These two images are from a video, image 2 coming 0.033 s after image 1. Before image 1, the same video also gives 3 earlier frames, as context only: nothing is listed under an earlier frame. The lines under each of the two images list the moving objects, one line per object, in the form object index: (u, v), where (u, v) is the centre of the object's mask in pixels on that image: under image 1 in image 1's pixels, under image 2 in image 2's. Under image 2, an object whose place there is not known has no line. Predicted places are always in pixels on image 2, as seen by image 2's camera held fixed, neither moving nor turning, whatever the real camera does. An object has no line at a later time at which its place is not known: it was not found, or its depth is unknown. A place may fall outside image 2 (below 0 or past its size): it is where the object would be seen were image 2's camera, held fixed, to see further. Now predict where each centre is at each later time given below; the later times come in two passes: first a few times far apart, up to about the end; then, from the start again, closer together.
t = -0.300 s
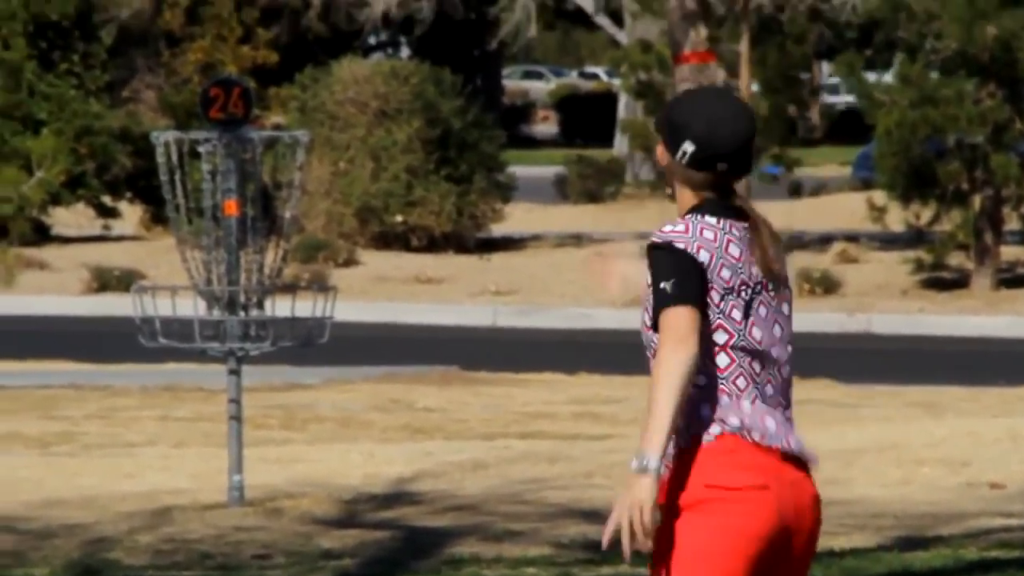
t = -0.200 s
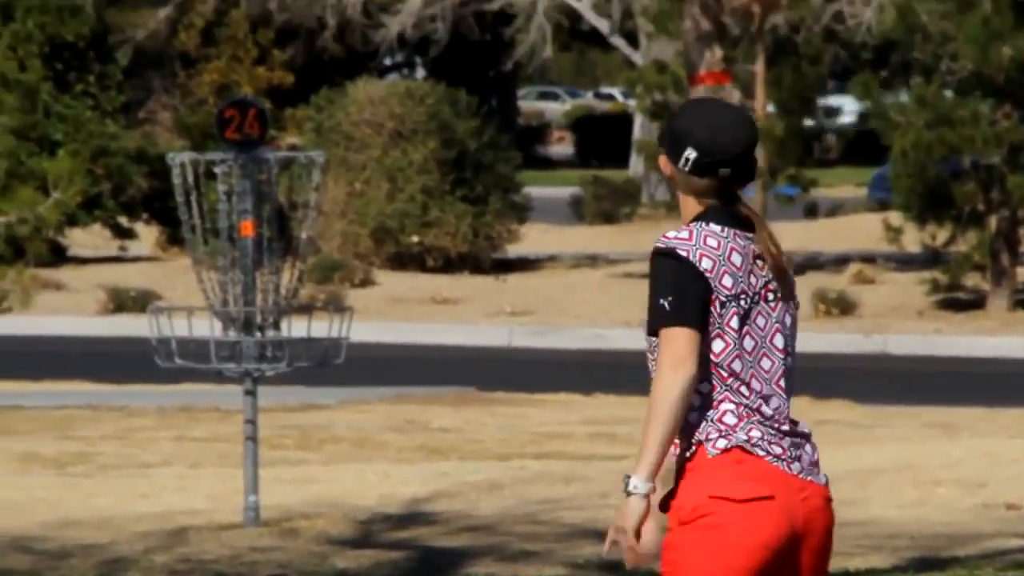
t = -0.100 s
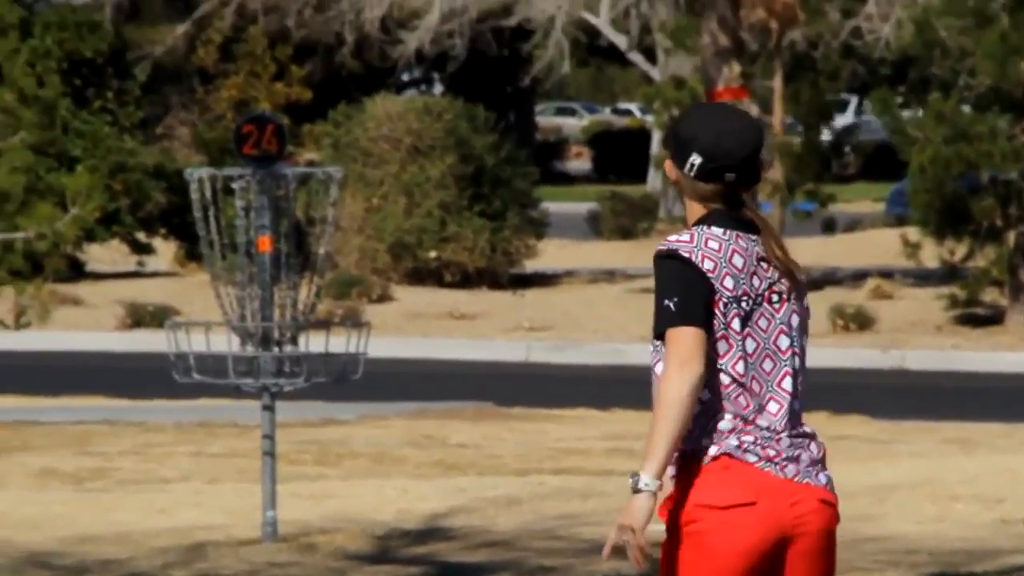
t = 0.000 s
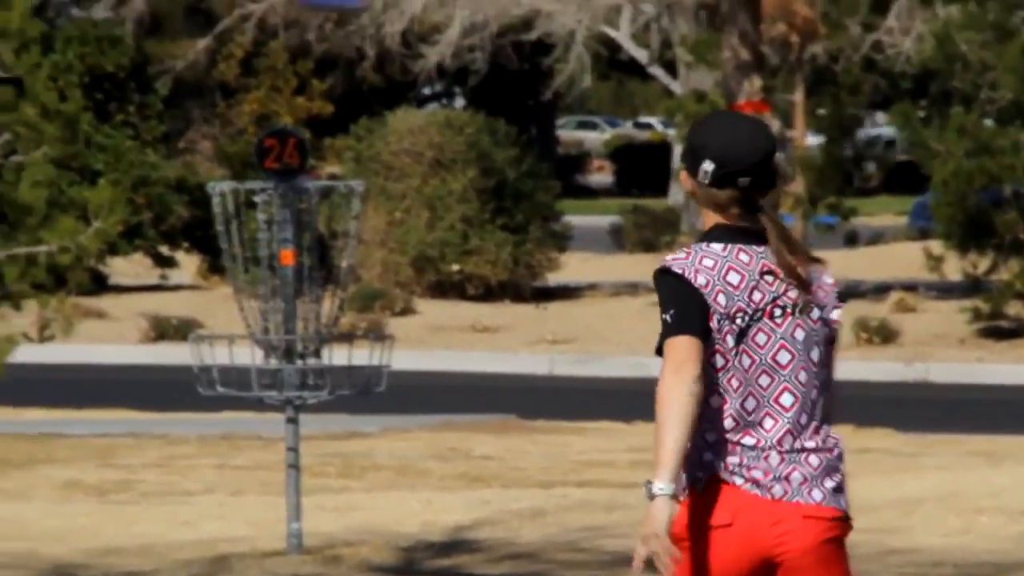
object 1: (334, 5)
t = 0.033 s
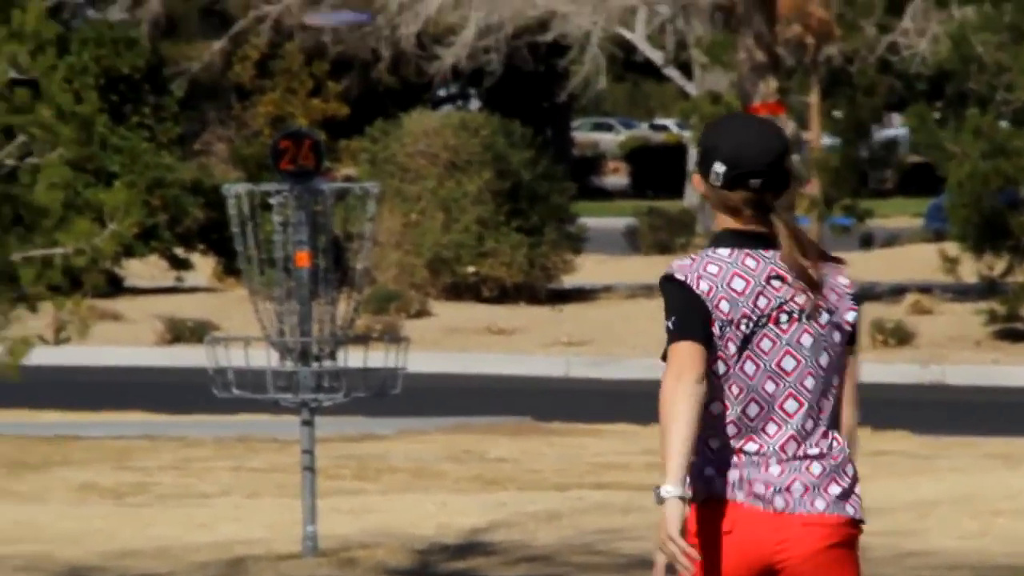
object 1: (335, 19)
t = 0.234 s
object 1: (300, 114)
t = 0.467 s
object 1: (263, 214)
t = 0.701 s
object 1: (210, 337)
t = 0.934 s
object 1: (146, 453)
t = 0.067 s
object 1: (332, 37)
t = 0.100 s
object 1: (326, 49)
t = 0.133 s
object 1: (321, 63)
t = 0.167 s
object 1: (315, 79)
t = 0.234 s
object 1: (300, 114)
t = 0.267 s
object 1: (299, 128)
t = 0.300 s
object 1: (298, 138)
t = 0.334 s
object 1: (291, 154)
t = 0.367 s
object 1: (285, 168)
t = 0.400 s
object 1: (284, 183)
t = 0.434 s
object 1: (275, 199)
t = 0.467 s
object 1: (263, 214)
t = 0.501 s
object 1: (259, 231)
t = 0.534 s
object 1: (254, 245)
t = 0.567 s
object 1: (249, 262)
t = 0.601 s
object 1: (243, 275)
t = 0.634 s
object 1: (226, 305)
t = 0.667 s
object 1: (218, 320)
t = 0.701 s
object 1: (210, 337)
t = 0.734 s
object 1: (209, 345)
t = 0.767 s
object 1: (193, 367)
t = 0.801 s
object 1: (184, 386)
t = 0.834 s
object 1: (175, 402)
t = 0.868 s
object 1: (173, 416)
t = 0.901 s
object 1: (161, 435)
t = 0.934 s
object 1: (146, 453)
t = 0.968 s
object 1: (136, 470)
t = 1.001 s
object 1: (122, 490)
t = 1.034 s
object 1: (112, 507)
